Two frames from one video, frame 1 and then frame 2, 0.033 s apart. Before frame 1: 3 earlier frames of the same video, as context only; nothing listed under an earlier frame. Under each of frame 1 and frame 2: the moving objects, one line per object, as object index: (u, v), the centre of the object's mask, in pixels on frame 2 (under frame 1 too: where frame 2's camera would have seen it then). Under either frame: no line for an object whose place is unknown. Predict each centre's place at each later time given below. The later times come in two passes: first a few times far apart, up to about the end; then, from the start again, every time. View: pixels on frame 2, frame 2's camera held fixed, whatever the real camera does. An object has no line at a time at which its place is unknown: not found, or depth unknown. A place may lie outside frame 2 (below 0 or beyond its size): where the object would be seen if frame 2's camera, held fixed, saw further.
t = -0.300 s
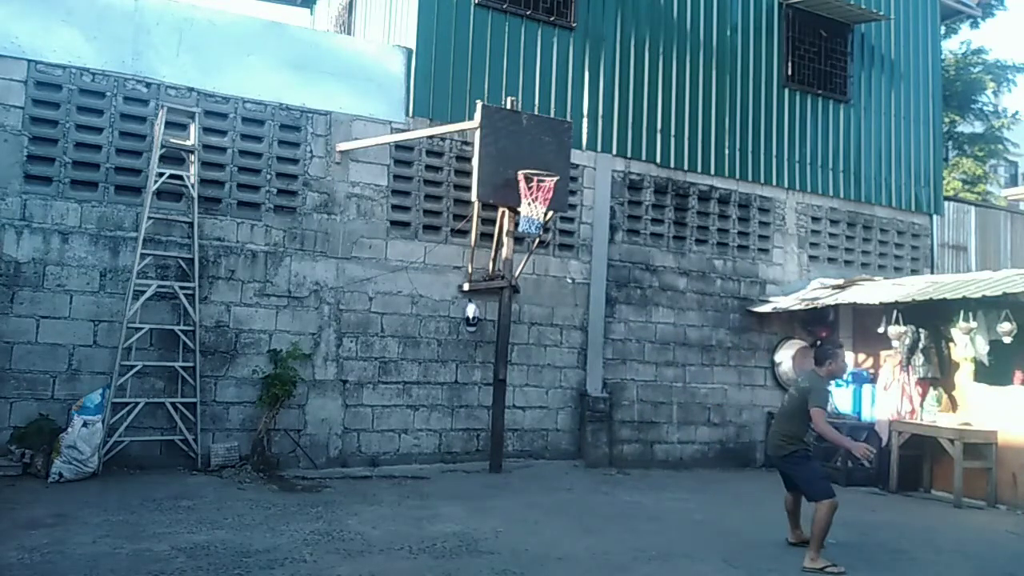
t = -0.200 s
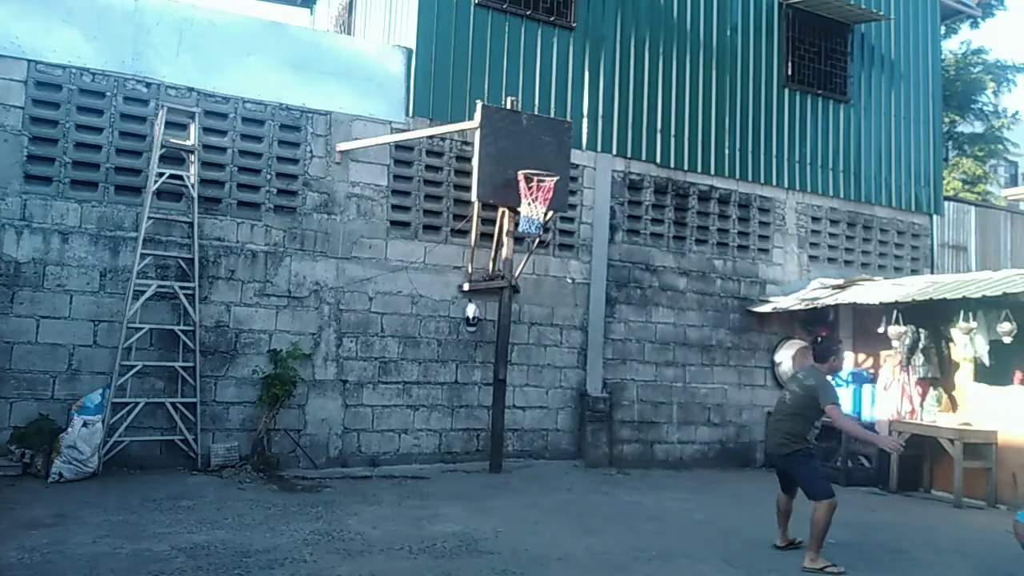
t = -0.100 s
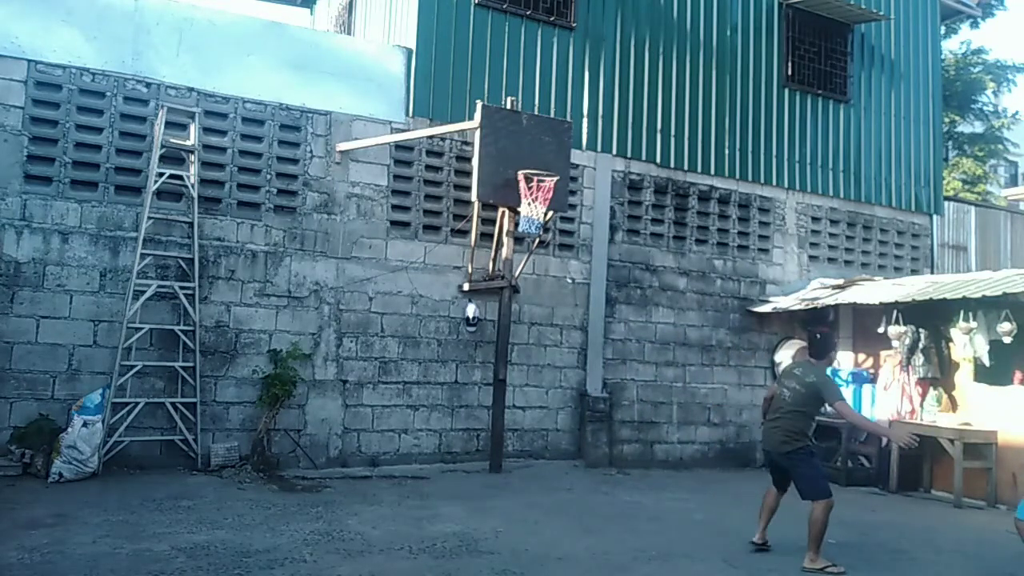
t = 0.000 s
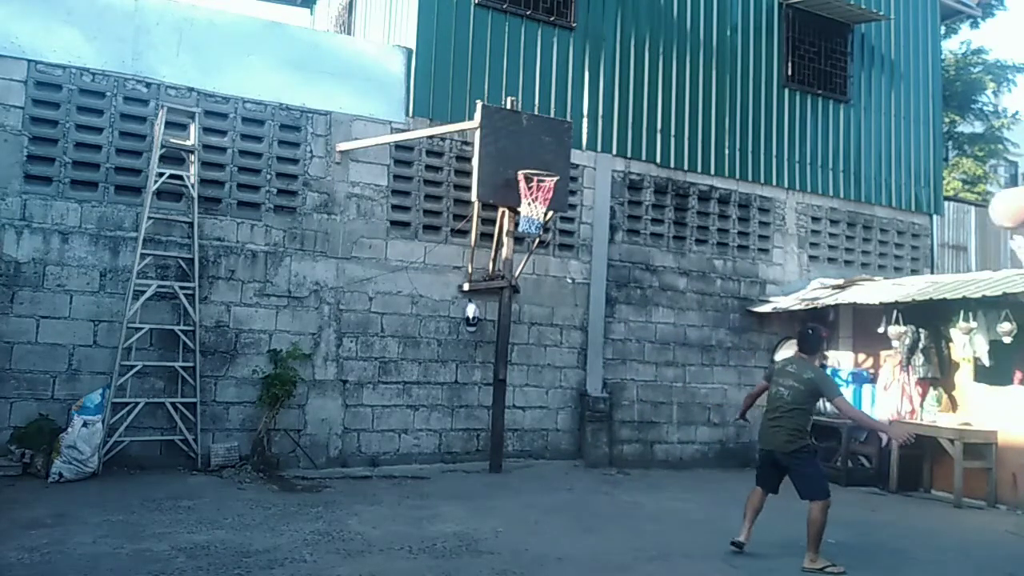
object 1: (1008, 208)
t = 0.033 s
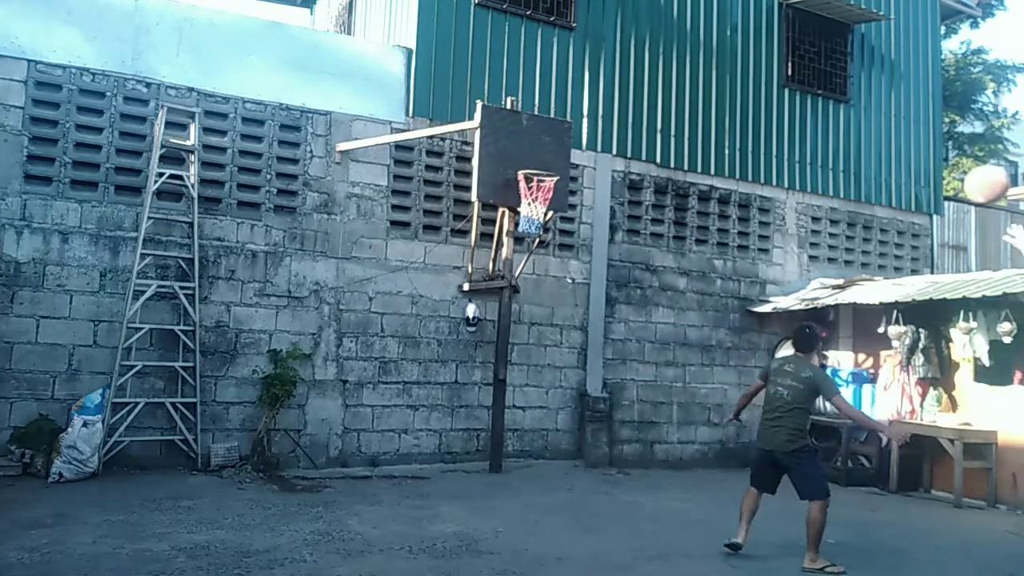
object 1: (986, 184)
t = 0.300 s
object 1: (812, 77)
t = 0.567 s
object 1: (682, 83)
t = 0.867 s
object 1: (565, 179)
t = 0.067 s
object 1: (962, 162)
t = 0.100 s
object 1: (937, 143)
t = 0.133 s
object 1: (914, 127)
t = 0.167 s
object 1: (892, 113)
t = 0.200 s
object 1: (870, 101)
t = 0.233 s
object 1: (850, 91)
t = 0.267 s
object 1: (831, 84)
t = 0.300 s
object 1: (812, 77)
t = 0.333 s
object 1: (794, 73)
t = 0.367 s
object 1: (776, 70)
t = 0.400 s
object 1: (759, 68)
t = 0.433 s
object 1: (742, 69)
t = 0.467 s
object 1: (727, 70)
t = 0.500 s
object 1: (711, 73)
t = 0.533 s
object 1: (697, 77)
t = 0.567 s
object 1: (682, 83)
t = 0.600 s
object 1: (668, 89)
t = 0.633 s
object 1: (654, 97)
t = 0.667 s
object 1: (641, 106)
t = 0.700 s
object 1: (627, 116)
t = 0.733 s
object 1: (615, 127)
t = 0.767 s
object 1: (602, 139)
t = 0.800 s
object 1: (590, 152)
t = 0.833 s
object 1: (578, 165)
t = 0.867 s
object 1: (565, 179)
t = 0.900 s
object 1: (565, 192)
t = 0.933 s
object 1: (566, 206)
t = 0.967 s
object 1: (566, 222)
